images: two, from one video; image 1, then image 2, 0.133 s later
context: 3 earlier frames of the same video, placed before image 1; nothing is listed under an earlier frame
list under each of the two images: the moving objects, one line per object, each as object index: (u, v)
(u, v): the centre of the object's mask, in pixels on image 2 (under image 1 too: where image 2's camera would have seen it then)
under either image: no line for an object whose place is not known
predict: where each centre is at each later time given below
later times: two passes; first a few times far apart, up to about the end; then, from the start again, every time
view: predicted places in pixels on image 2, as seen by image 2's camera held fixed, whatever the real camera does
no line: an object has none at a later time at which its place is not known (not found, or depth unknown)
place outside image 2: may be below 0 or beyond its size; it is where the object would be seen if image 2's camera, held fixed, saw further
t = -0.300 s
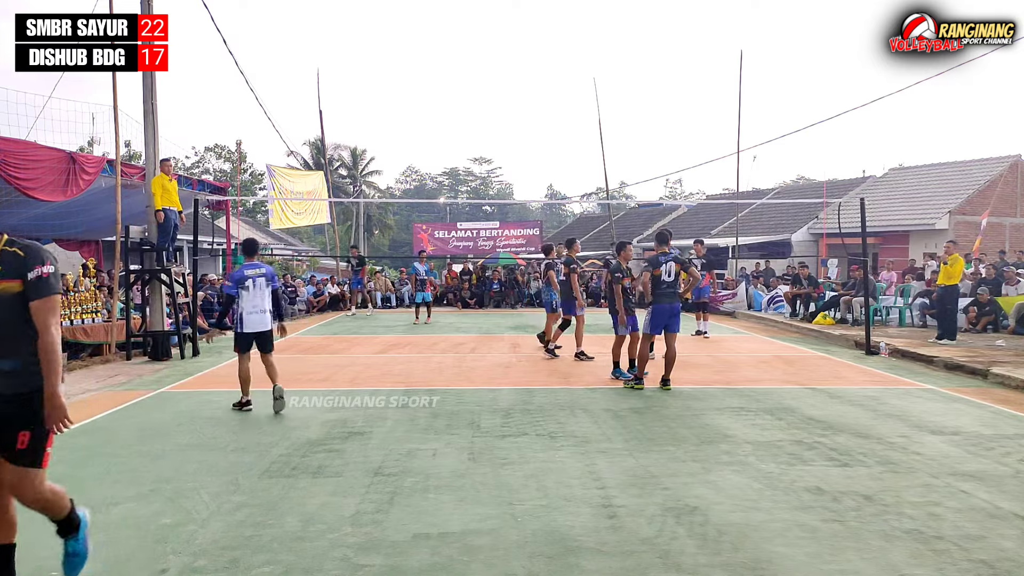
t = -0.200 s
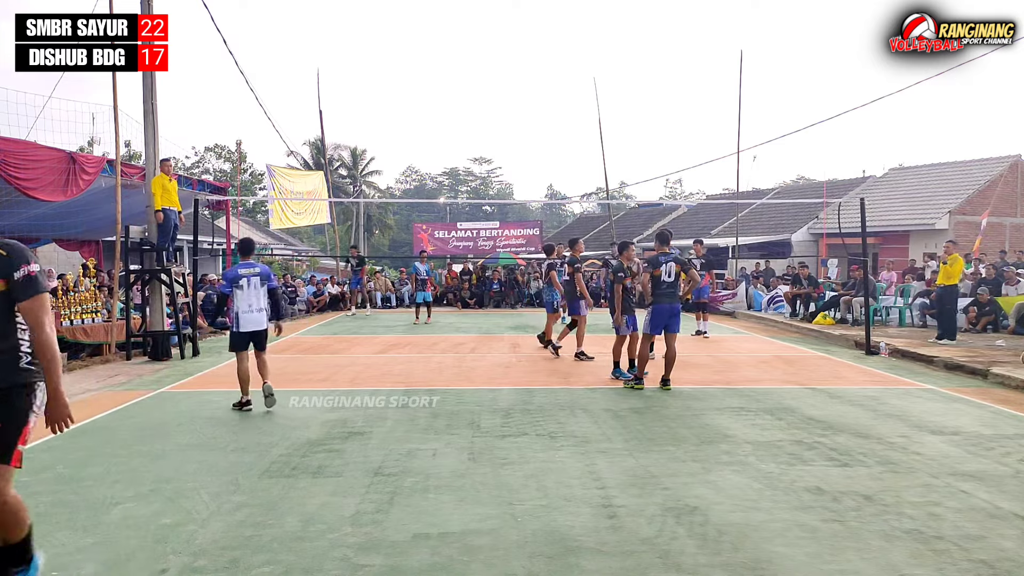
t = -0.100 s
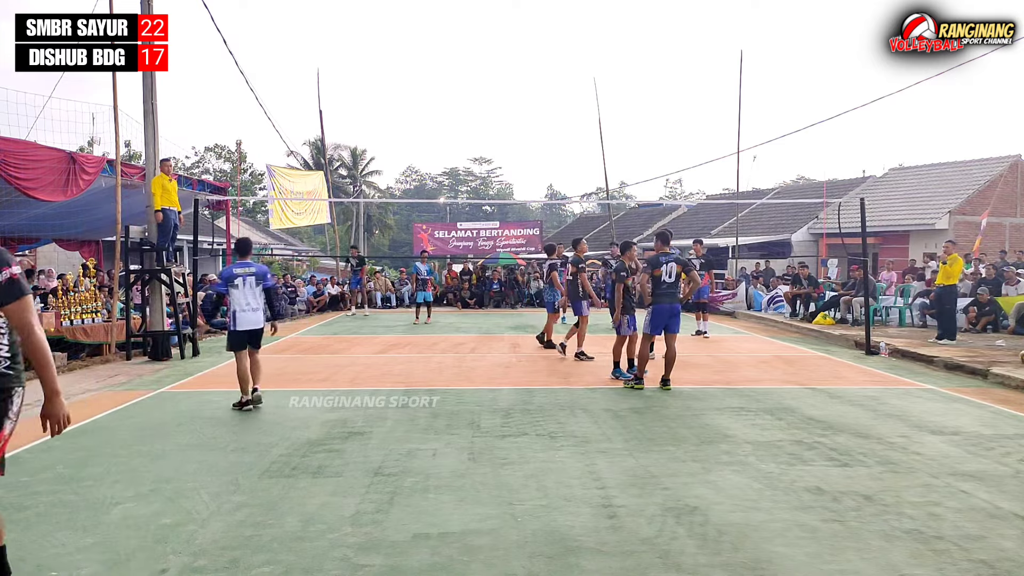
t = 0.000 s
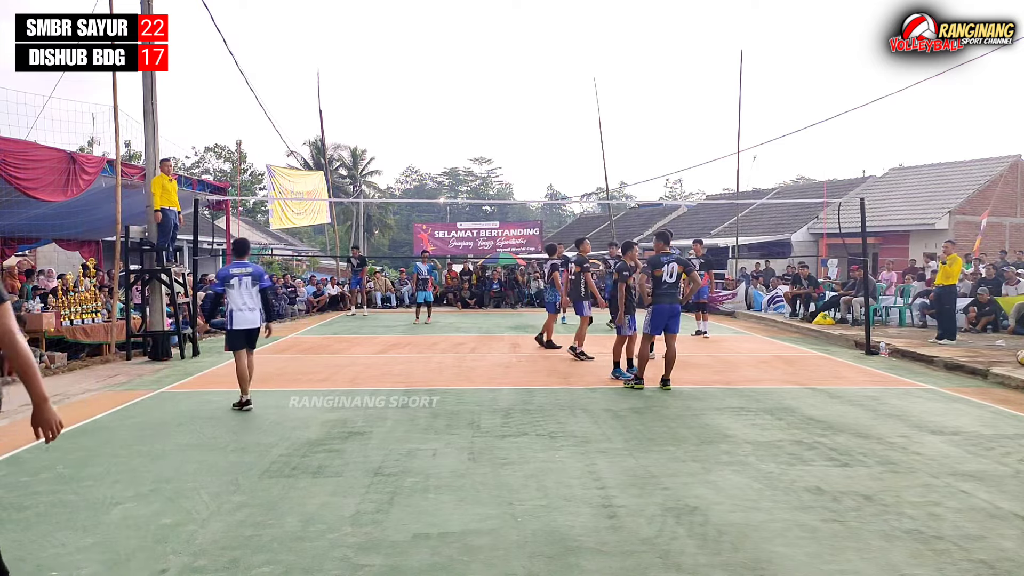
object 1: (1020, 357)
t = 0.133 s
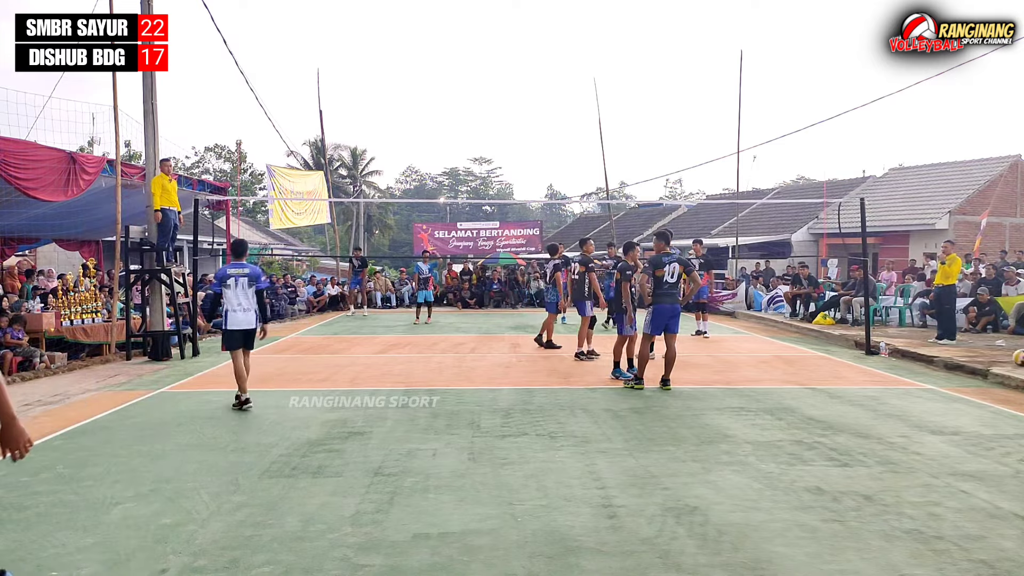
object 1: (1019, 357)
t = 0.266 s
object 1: (1005, 351)
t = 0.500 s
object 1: (956, 366)
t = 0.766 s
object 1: (911, 370)
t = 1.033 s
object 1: (866, 400)
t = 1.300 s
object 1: (817, 394)
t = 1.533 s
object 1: (768, 409)
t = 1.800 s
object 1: (706, 427)
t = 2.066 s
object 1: (635, 446)
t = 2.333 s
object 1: (556, 467)
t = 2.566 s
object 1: (473, 485)
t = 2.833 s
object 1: (360, 516)
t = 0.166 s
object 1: (1018, 357)
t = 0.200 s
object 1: (1016, 357)
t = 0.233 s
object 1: (1012, 354)
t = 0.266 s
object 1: (1005, 351)
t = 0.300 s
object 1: (999, 351)
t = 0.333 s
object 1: (991, 352)
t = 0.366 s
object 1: (985, 353)
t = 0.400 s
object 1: (979, 354)
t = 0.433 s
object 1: (972, 357)
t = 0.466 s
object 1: (964, 362)
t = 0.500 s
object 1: (956, 366)
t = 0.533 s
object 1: (951, 372)
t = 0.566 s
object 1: (944, 378)
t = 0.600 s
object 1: (936, 385)
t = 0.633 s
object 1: (932, 380)
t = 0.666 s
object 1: (926, 376)
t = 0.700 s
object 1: (922, 373)
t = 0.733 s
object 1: (917, 372)
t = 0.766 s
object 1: (911, 370)
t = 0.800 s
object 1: (906, 370)
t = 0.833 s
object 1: (900, 371)
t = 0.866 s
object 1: (895, 373)
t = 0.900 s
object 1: (890, 376)
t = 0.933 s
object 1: (884, 381)
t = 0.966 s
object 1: (878, 386)
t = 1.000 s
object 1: (872, 393)
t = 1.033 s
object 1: (866, 400)
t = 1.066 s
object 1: (860, 396)
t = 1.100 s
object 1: (854, 393)
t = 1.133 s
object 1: (848, 390)
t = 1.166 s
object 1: (842, 389)
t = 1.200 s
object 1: (836, 388)
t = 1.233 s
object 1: (829, 389)
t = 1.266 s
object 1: (824, 391)
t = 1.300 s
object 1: (817, 394)
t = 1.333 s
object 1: (810, 398)
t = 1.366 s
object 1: (804, 404)
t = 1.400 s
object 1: (796, 411)
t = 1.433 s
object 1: (790, 416)
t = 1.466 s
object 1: (783, 413)
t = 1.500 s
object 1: (775, 410)
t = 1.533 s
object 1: (768, 409)
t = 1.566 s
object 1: (761, 409)
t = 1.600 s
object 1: (753, 410)
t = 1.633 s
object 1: (746, 413)
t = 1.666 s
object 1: (739, 417)
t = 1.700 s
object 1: (730, 422)
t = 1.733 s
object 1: (722, 429)
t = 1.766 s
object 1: (714, 430)
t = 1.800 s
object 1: (706, 427)
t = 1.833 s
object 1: (697, 426)
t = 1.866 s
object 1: (689, 426)
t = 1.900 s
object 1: (680, 427)
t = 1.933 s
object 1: (672, 429)
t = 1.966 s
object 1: (663, 434)
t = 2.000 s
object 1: (654, 439)
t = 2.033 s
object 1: (644, 447)
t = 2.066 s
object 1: (635, 446)
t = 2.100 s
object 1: (626, 444)
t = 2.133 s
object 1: (616, 442)
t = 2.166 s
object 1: (607, 442)
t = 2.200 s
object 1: (597, 444)
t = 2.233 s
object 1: (587, 447)
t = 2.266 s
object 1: (577, 452)
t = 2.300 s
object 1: (566, 459)
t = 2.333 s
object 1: (556, 467)
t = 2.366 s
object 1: (545, 468)
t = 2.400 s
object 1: (533, 467)
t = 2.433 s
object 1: (522, 467)
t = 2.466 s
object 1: (510, 469)
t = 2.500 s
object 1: (498, 473)
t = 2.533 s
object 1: (486, 479)
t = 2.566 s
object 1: (473, 485)
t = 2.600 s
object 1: (460, 492)
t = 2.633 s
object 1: (447, 490)
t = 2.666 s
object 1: (433, 490)
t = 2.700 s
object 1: (419, 493)
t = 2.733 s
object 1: (405, 497)
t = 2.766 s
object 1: (391, 503)
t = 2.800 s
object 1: (376, 511)
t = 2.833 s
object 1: (360, 516)
